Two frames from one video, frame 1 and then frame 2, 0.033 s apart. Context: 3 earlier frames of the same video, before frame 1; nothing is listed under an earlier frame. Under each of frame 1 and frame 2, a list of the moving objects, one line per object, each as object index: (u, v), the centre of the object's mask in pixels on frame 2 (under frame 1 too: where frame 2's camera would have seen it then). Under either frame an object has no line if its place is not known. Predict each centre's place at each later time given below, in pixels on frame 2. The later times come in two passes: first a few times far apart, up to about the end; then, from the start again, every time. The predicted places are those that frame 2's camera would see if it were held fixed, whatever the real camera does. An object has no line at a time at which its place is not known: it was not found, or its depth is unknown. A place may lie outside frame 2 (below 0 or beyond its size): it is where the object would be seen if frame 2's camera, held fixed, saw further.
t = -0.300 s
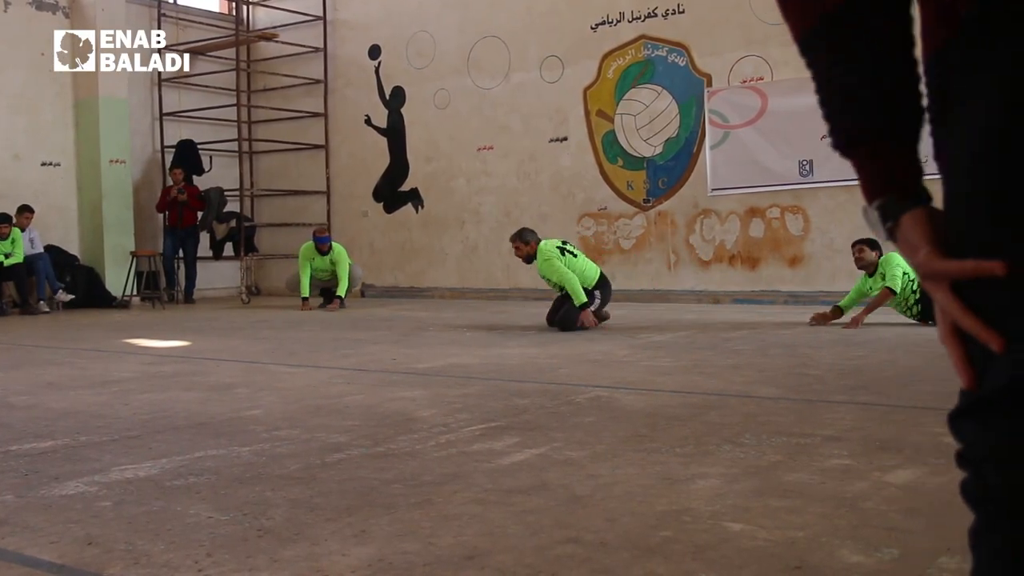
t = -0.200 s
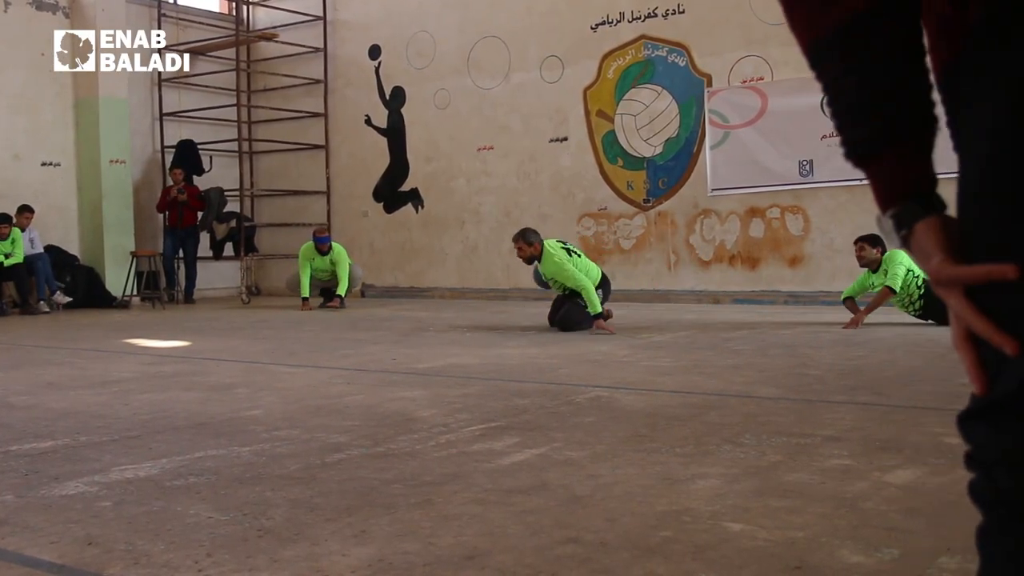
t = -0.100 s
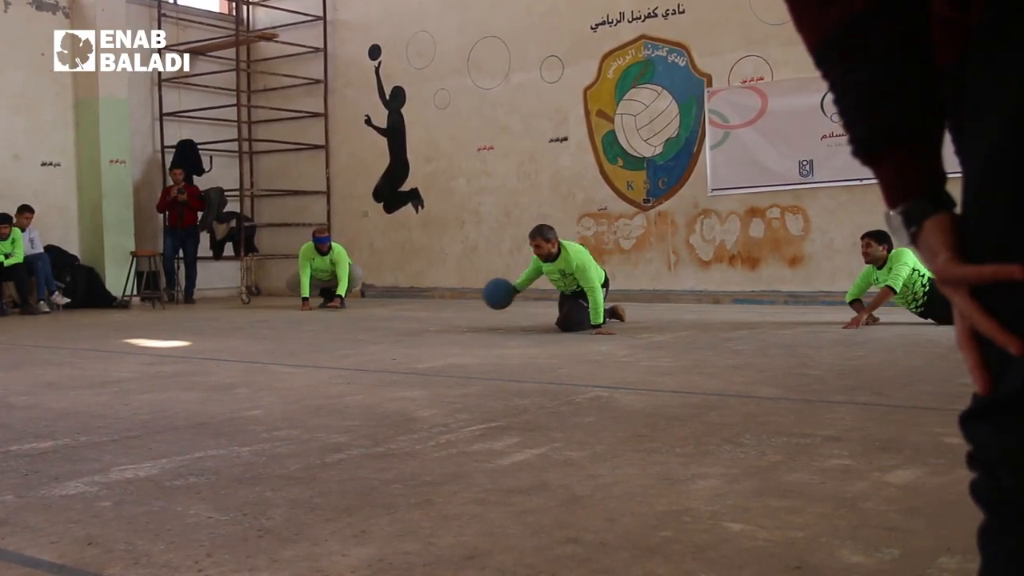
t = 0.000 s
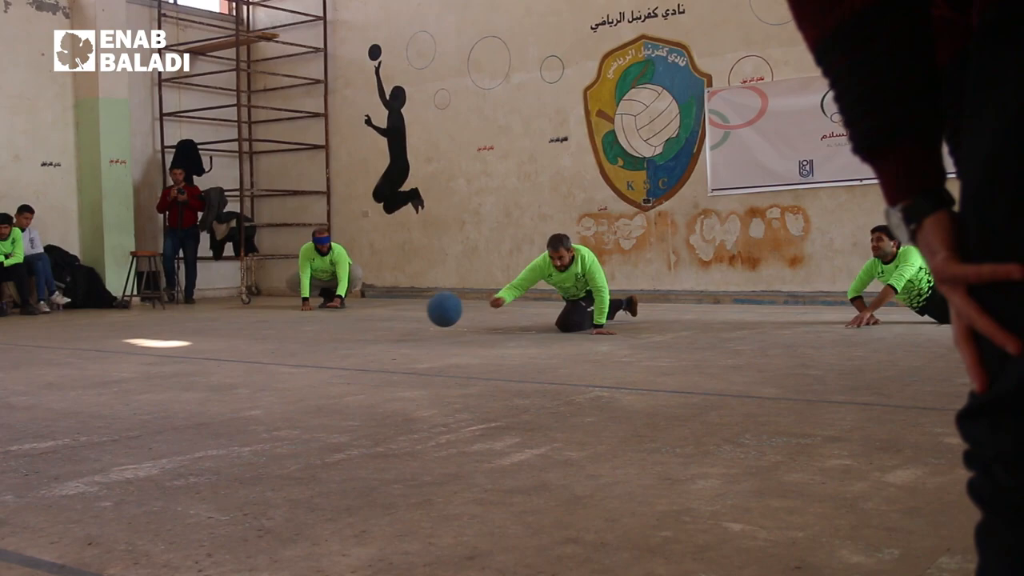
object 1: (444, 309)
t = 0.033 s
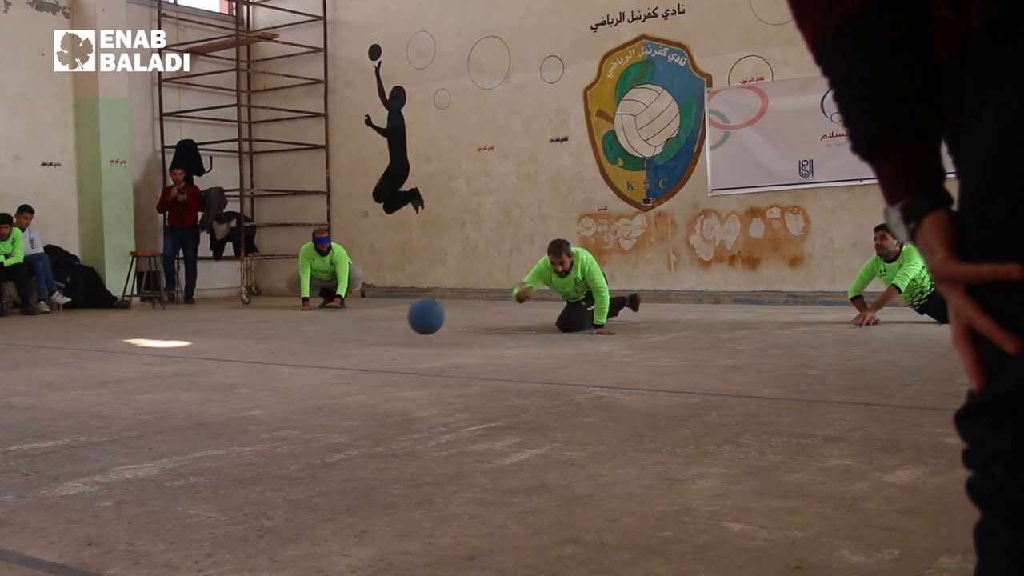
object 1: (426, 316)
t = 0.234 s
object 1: (294, 340)
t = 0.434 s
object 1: (113, 371)
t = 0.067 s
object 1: (406, 325)
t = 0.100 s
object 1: (384, 335)
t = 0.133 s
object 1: (364, 334)
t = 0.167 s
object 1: (343, 334)
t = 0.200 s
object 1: (319, 336)
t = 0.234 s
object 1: (294, 340)
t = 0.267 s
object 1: (266, 348)
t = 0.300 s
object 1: (236, 358)
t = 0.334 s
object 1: (206, 365)
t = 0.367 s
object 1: (178, 364)
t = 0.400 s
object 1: (146, 366)
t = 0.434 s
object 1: (113, 371)
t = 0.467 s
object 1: (77, 380)
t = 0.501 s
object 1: (37, 392)
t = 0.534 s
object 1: (13, 401)
